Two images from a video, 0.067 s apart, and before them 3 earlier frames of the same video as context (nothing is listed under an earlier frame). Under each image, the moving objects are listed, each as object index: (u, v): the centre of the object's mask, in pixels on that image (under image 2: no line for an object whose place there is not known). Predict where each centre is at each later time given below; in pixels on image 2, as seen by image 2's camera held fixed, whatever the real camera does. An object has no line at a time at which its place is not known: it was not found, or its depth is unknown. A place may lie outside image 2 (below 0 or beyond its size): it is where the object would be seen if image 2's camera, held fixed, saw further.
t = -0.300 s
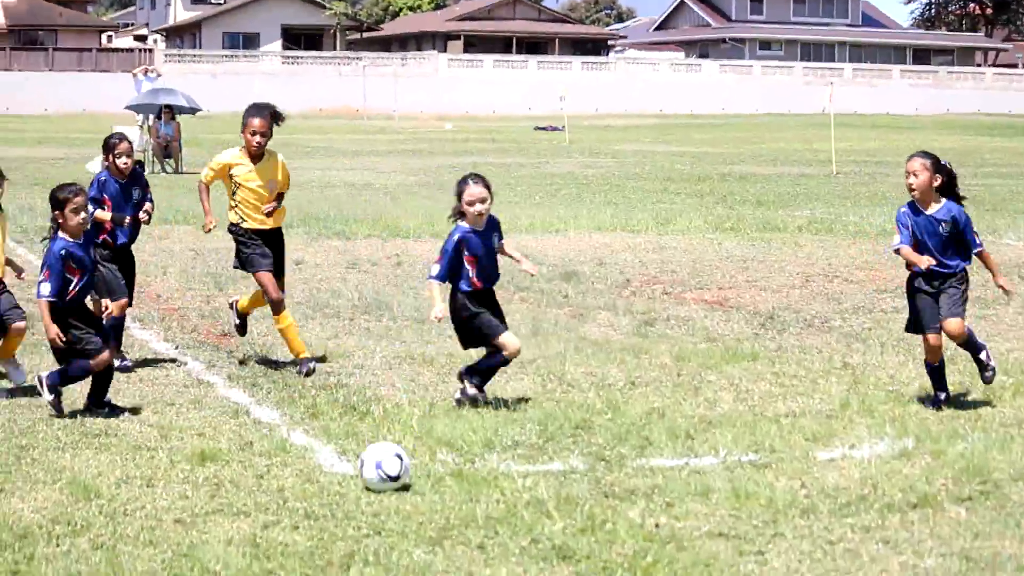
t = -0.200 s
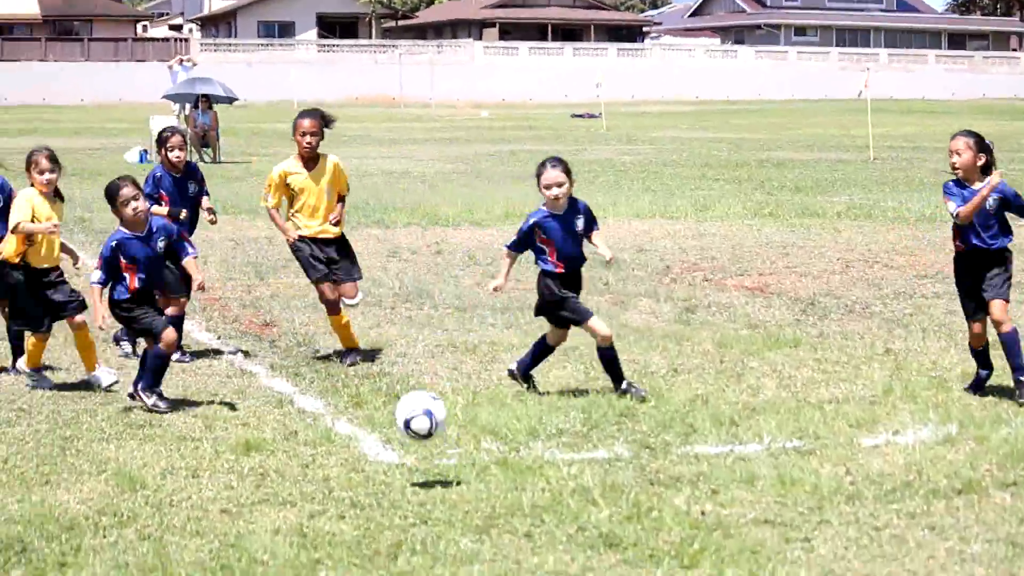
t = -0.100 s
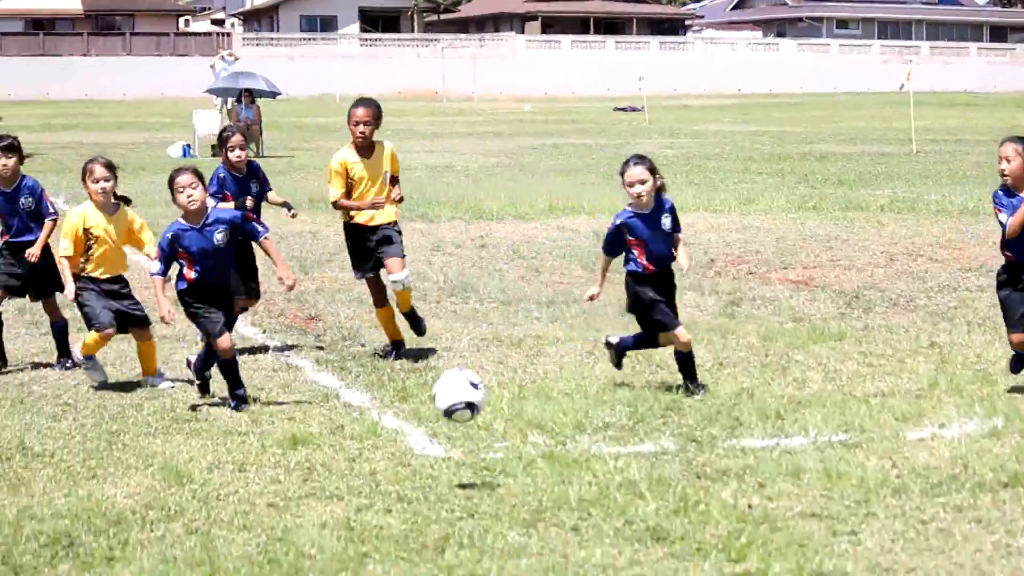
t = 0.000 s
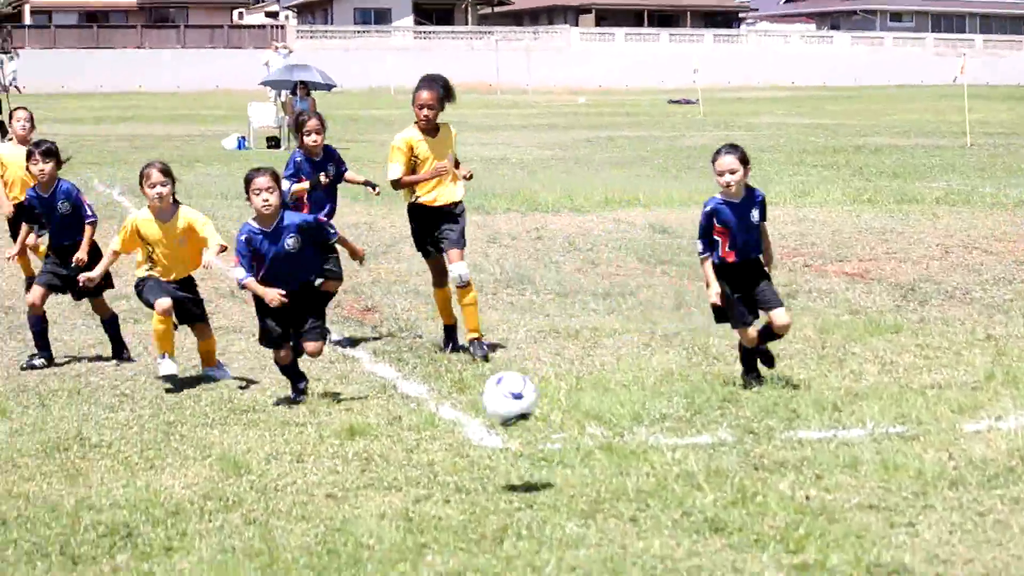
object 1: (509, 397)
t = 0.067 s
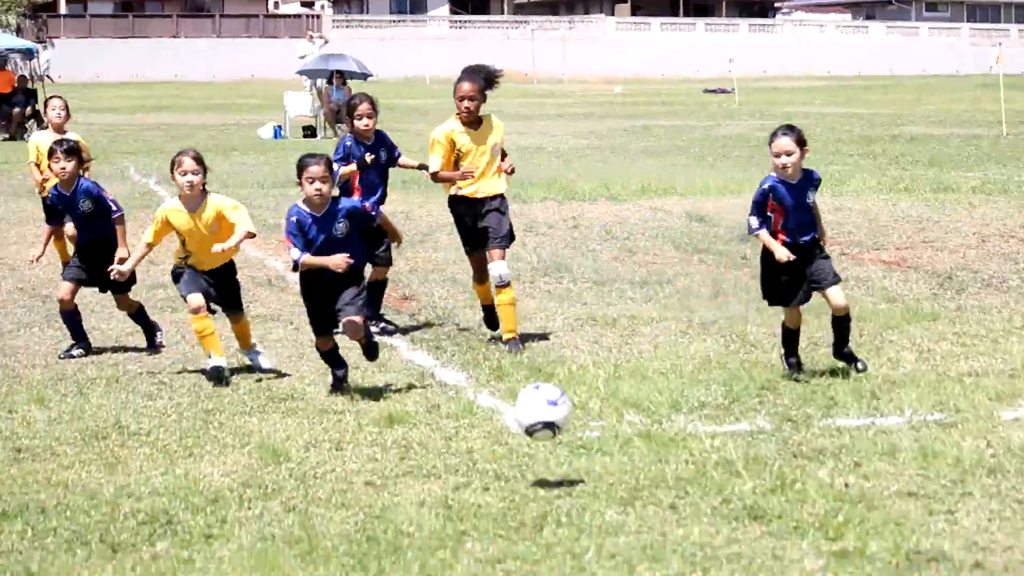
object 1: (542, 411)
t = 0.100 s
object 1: (539, 429)
